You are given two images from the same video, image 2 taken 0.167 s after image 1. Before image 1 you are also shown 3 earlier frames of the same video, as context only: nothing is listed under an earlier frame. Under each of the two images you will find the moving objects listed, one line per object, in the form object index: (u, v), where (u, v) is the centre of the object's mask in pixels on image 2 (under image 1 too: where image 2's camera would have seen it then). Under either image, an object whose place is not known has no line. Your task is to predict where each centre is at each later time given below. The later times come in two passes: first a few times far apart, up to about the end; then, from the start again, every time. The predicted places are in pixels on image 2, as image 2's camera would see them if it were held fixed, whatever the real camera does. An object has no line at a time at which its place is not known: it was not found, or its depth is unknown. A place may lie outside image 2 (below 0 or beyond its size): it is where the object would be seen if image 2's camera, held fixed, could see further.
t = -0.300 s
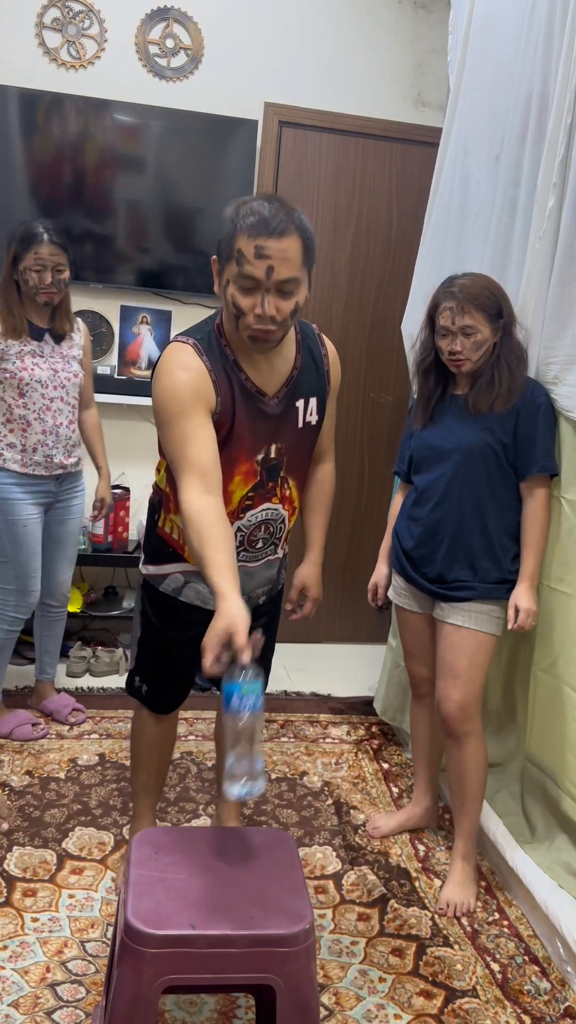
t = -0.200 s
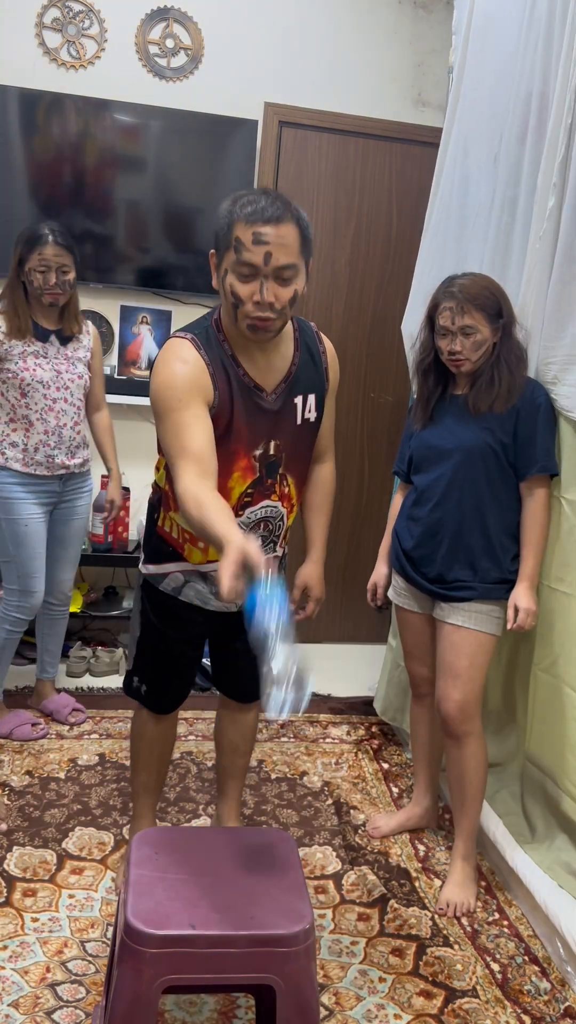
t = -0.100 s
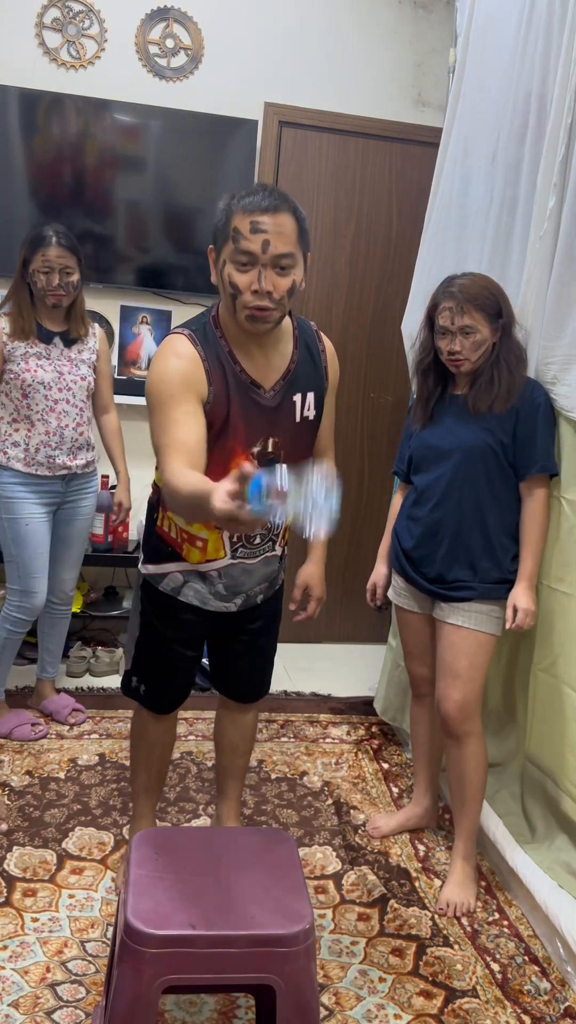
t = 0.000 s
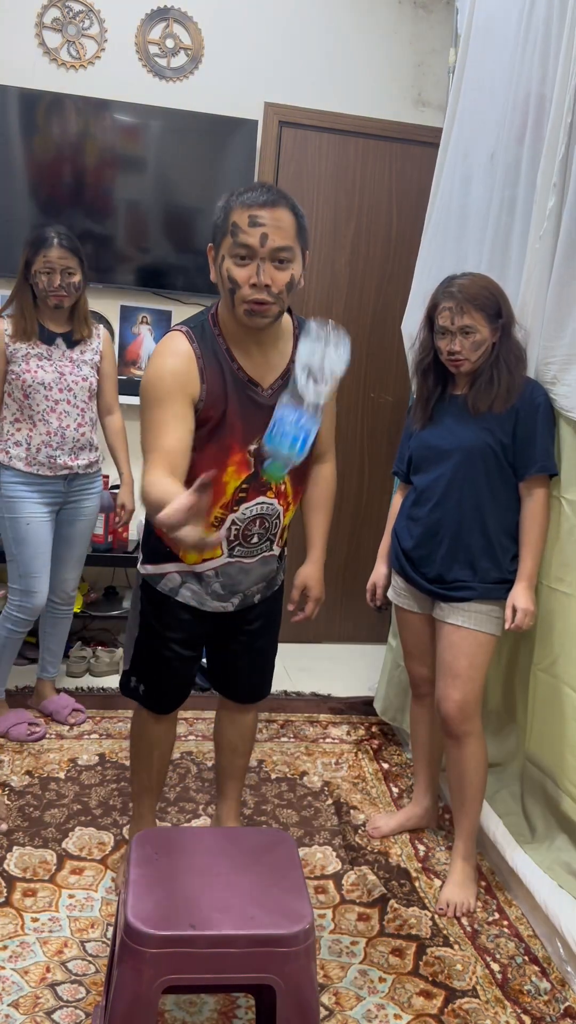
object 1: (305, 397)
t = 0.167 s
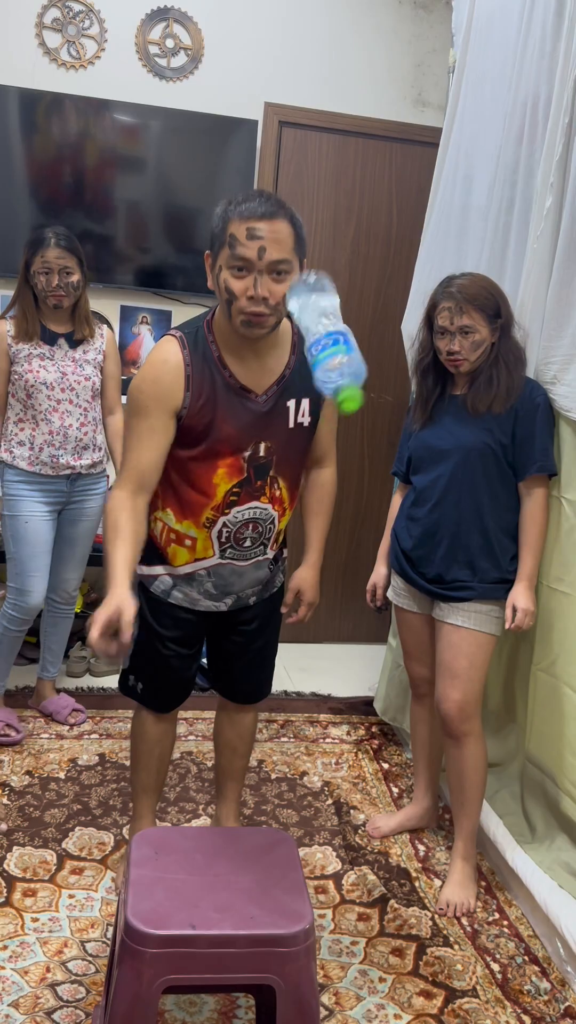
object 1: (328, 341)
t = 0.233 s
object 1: (327, 365)
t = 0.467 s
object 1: (281, 699)
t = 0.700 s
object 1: (244, 830)
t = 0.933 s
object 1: (238, 818)
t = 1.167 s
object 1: (259, 826)
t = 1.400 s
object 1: (249, 823)
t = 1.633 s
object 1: (252, 821)
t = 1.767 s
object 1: (251, 822)
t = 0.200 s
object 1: (328, 348)
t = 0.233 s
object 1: (327, 365)
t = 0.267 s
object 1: (323, 392)
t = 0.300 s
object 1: (319, 425)
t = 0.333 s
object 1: (315, 466)
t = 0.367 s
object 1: (311, 514)
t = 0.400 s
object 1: (301, 572)
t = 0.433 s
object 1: (290, 633)
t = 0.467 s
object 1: (281, 699)
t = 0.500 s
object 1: (270, 780)
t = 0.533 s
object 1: (263, 840)
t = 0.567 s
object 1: (259, 834)
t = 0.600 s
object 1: (256, 830)
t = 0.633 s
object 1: (252, 830)
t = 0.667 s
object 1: (248, 831)
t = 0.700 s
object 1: (244, 830)
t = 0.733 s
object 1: (240, 828)
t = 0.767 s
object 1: (238, 825)
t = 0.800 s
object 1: (236, 824)
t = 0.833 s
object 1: (236, 822)
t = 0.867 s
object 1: (236, 821)
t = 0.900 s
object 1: (236, 820)
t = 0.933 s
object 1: (238, 818)
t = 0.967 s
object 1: (240, 816)
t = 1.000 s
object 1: (243, 816)
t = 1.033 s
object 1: (245, 817)
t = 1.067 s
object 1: (247, 819)
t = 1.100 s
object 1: (251, 821)
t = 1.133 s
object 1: (255, 825)
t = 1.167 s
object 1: (259, 826)
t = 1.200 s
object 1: (261, 826)
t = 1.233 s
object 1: (261, 825)
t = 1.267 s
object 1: (259, 825)
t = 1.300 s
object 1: (254, 825)
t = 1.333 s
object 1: (250, 824)
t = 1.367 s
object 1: (249, 824)
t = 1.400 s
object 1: (249, 823)
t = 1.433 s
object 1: (251, 823)
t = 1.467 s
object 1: (253, 821)
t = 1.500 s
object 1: (255, 821)
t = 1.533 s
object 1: (253, 822)
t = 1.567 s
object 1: (251, 822)
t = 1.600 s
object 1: (252, 822)
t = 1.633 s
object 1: (252, 821)
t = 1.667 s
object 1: (252, 821)
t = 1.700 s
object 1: (251, 821)
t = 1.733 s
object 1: (251, 822)
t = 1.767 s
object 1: (251, 822)
